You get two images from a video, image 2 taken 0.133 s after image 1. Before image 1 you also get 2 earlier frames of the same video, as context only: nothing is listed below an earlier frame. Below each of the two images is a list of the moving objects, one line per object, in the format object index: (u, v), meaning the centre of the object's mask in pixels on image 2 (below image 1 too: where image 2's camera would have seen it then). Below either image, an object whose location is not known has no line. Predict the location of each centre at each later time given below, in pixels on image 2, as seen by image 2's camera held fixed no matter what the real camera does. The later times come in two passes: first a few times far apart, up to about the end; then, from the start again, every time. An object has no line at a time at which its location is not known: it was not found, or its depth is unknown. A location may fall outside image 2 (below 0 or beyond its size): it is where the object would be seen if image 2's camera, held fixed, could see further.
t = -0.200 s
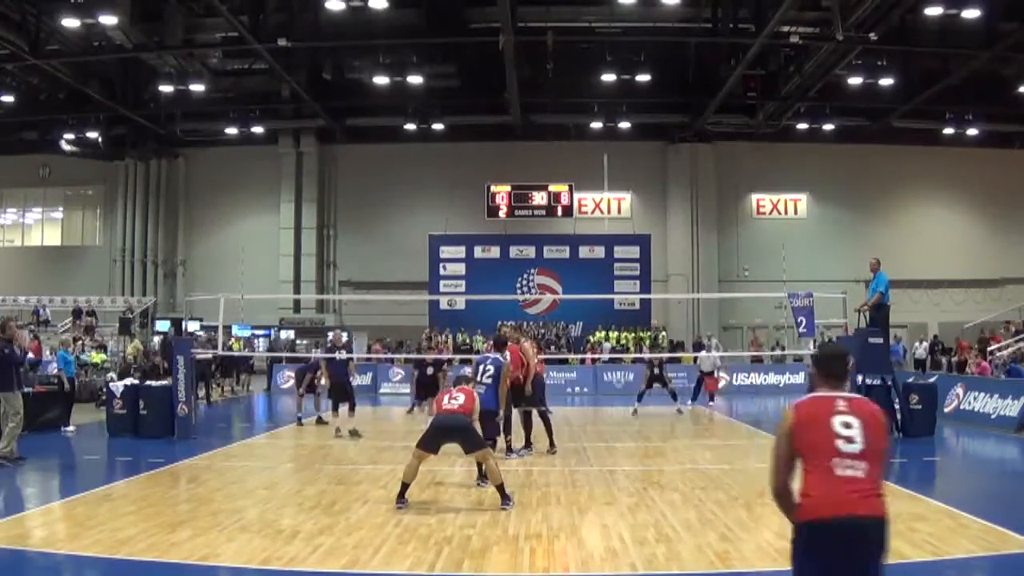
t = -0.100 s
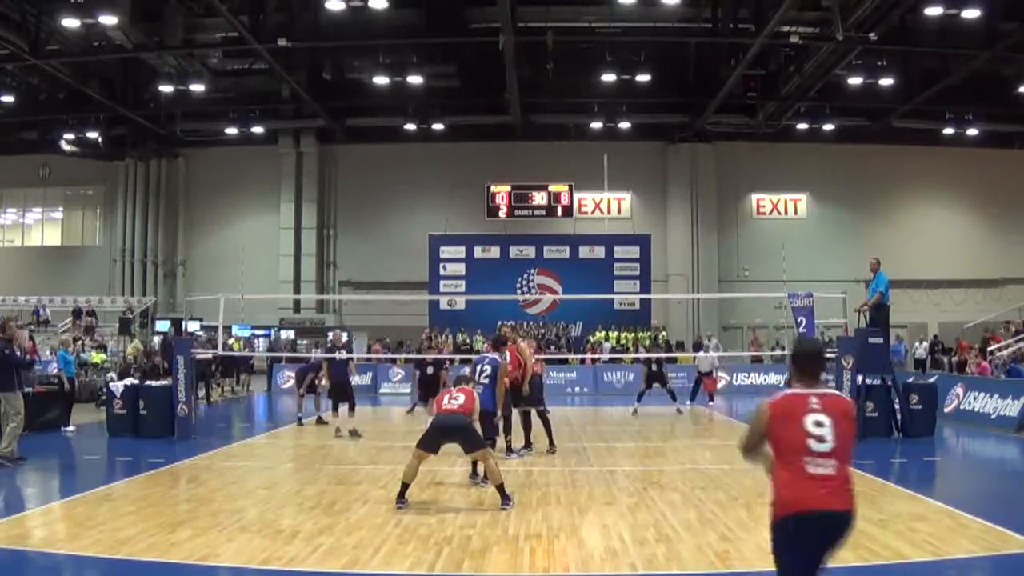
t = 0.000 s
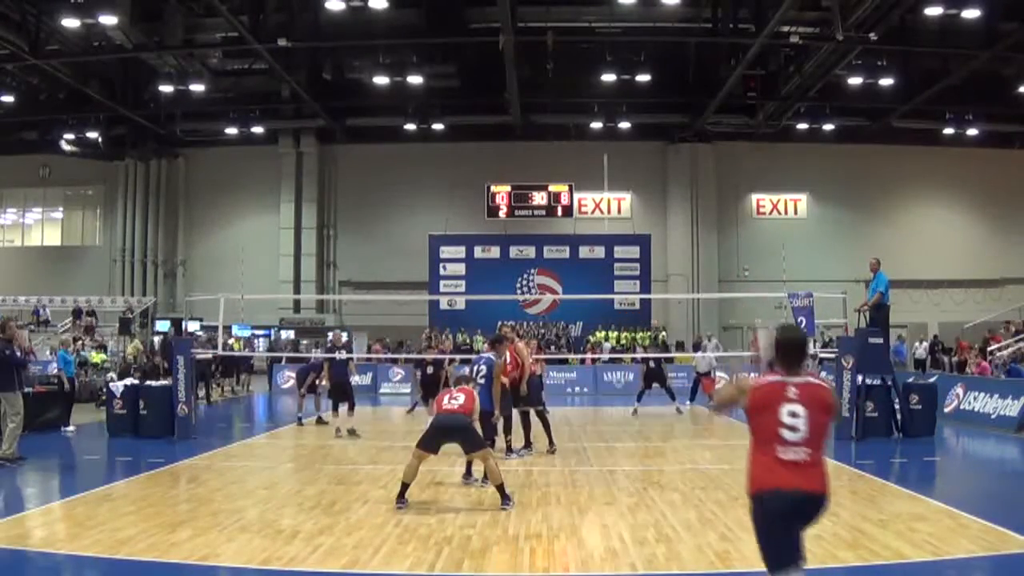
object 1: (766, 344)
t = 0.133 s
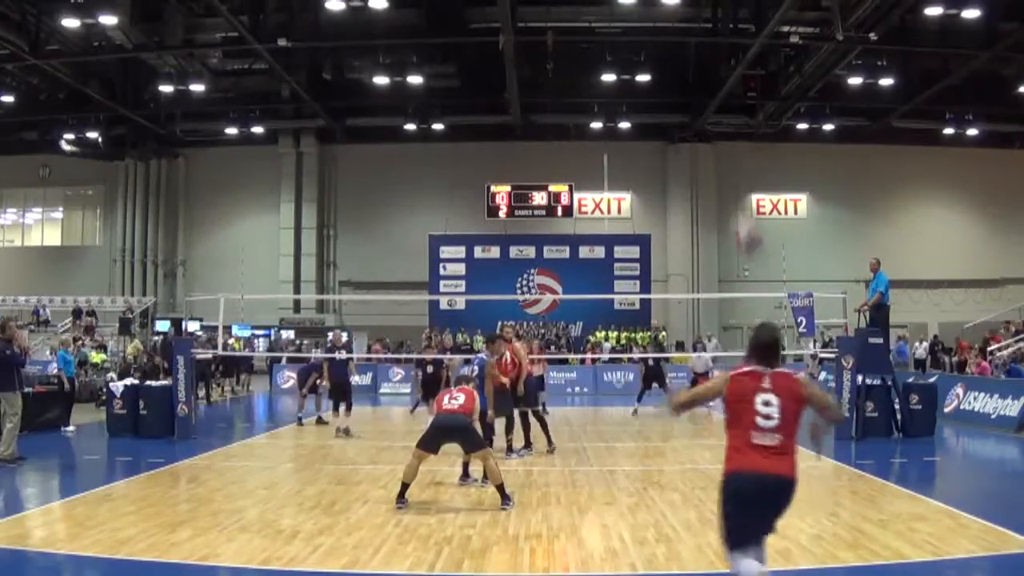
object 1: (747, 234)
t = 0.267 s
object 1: (728, 158)
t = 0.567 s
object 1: (697, 101)
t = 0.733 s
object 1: (684, 122)
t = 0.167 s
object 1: (740, 210)
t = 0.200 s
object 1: (736, 190)
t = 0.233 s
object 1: (733, 176)
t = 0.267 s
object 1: (728, 158)
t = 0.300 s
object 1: (725, 146)
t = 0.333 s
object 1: (721, 135)
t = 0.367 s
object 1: (717, 124)
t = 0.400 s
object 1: (713, 117)
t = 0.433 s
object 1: (710, 111)
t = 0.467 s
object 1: (707, 106)
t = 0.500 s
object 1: (703, 103)
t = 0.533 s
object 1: (700, 101)
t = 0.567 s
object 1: (697, 101)
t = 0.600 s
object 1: (694, 102)
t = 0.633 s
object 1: (692, 105)
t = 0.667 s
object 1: (689, 110)
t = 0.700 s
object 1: (686, 116)
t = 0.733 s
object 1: (684, 122)
